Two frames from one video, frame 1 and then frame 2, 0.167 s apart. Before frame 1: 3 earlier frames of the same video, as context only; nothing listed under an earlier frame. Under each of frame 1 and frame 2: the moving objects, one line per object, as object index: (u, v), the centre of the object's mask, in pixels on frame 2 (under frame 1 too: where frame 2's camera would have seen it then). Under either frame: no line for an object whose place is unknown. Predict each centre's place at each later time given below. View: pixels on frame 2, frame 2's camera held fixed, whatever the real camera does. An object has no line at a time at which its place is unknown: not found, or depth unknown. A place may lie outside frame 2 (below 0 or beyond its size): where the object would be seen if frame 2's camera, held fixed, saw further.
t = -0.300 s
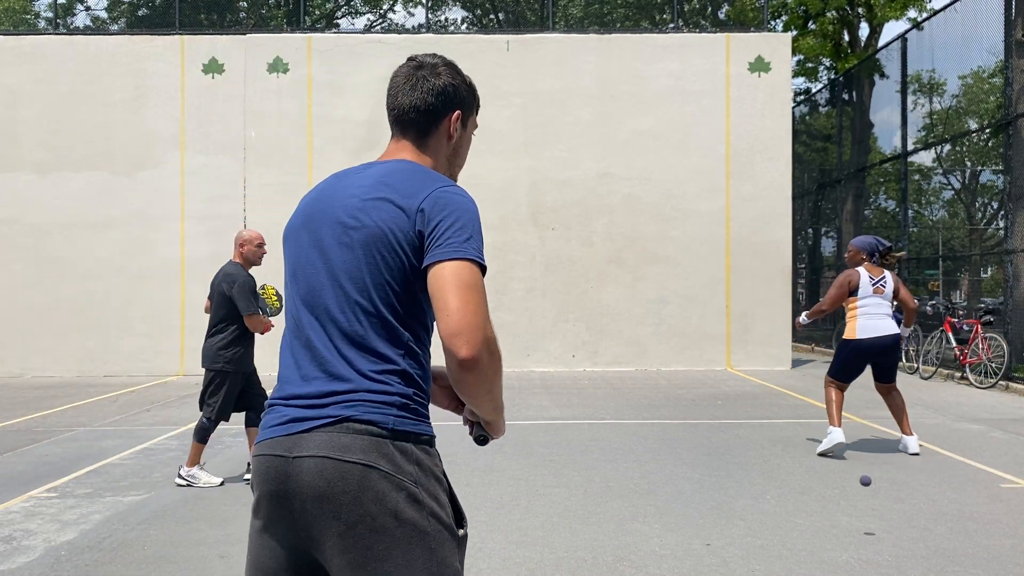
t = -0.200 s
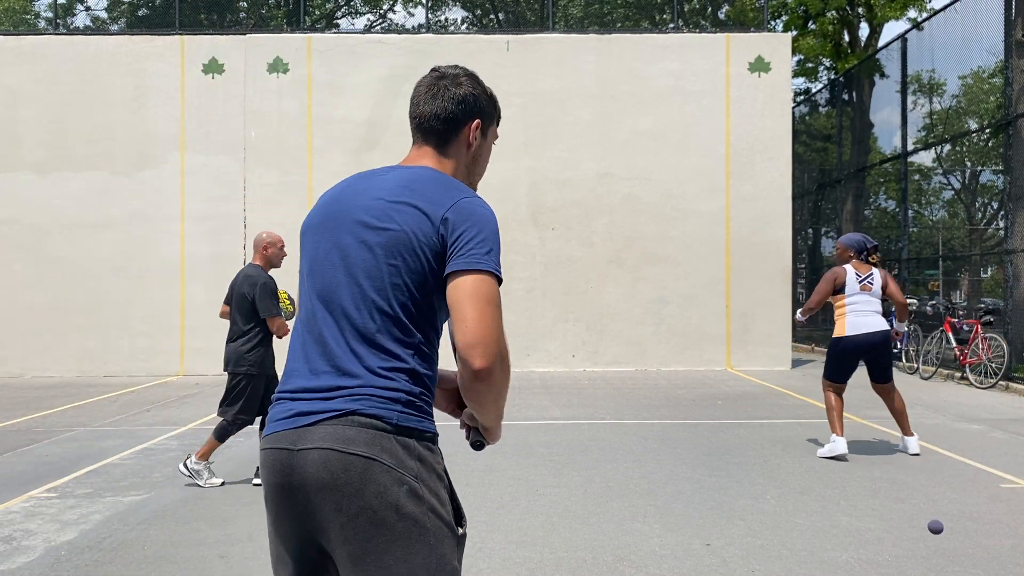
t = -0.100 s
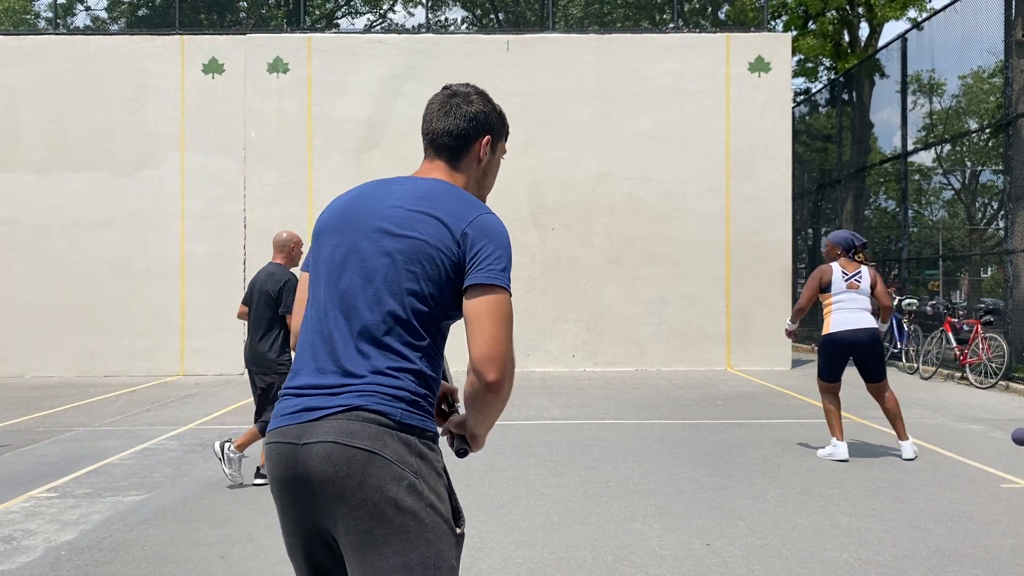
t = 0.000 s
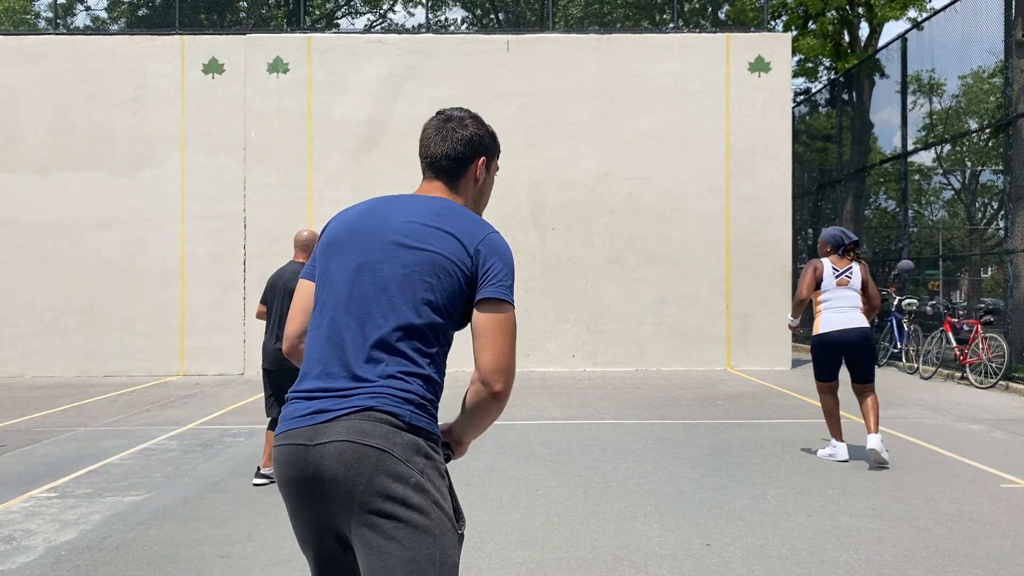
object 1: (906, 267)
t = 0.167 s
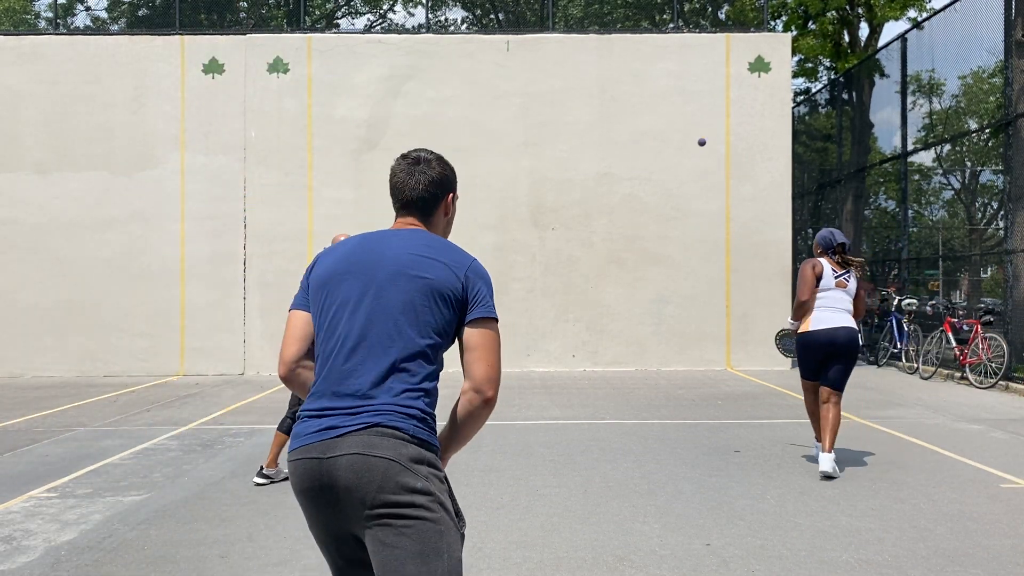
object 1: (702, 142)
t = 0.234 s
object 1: (664, 128)
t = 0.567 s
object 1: (576, 137)
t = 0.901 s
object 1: (567, 185)
